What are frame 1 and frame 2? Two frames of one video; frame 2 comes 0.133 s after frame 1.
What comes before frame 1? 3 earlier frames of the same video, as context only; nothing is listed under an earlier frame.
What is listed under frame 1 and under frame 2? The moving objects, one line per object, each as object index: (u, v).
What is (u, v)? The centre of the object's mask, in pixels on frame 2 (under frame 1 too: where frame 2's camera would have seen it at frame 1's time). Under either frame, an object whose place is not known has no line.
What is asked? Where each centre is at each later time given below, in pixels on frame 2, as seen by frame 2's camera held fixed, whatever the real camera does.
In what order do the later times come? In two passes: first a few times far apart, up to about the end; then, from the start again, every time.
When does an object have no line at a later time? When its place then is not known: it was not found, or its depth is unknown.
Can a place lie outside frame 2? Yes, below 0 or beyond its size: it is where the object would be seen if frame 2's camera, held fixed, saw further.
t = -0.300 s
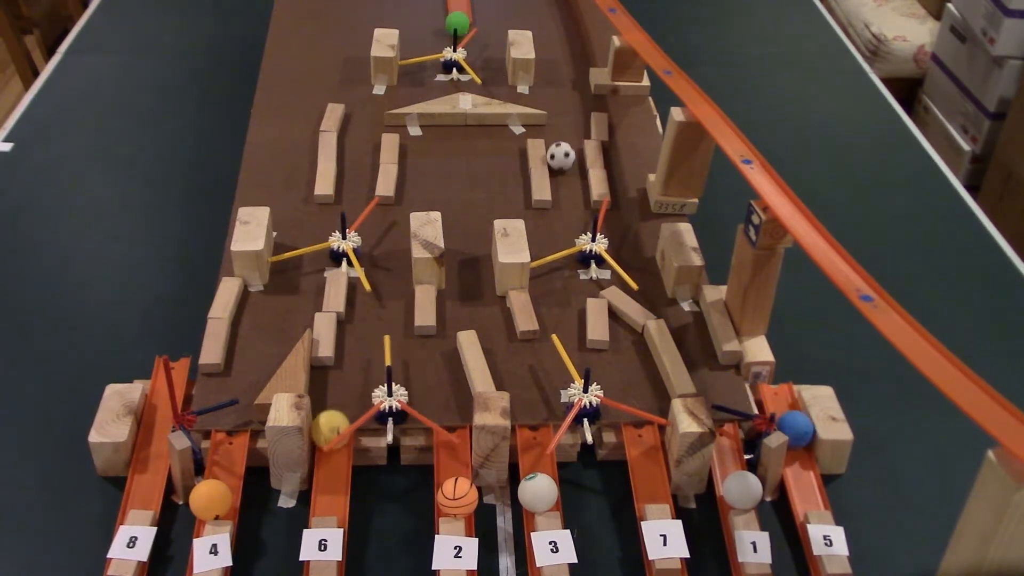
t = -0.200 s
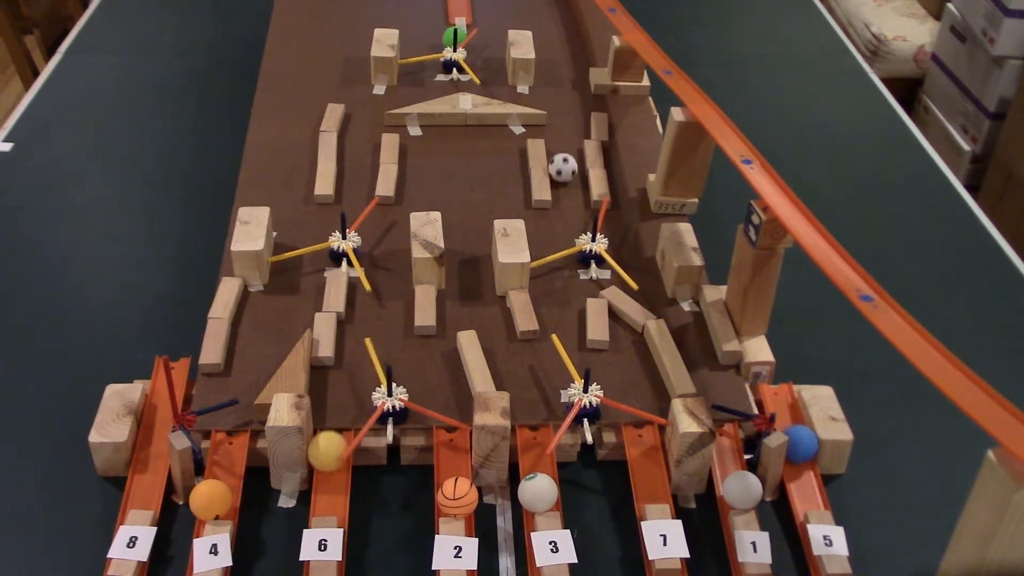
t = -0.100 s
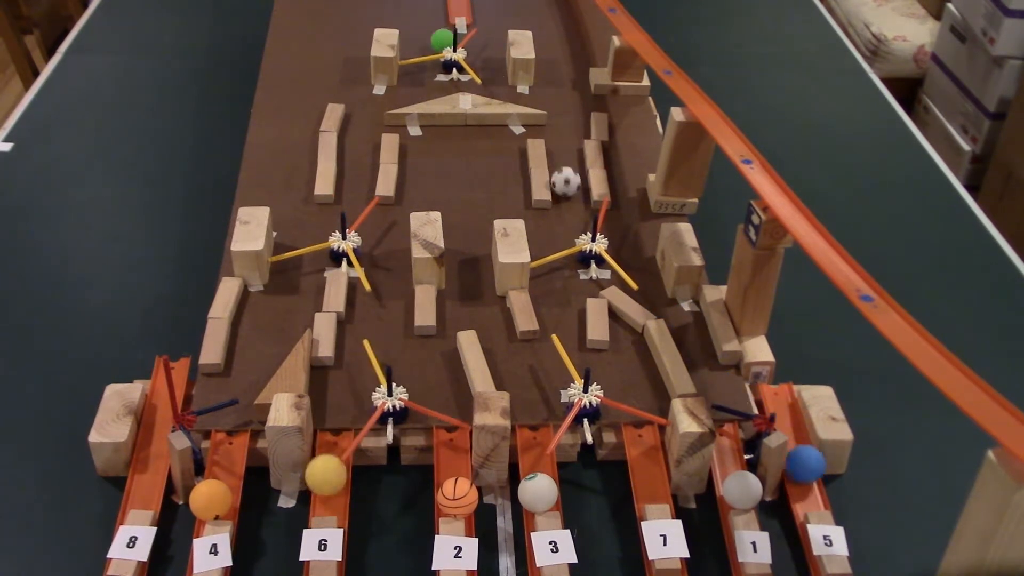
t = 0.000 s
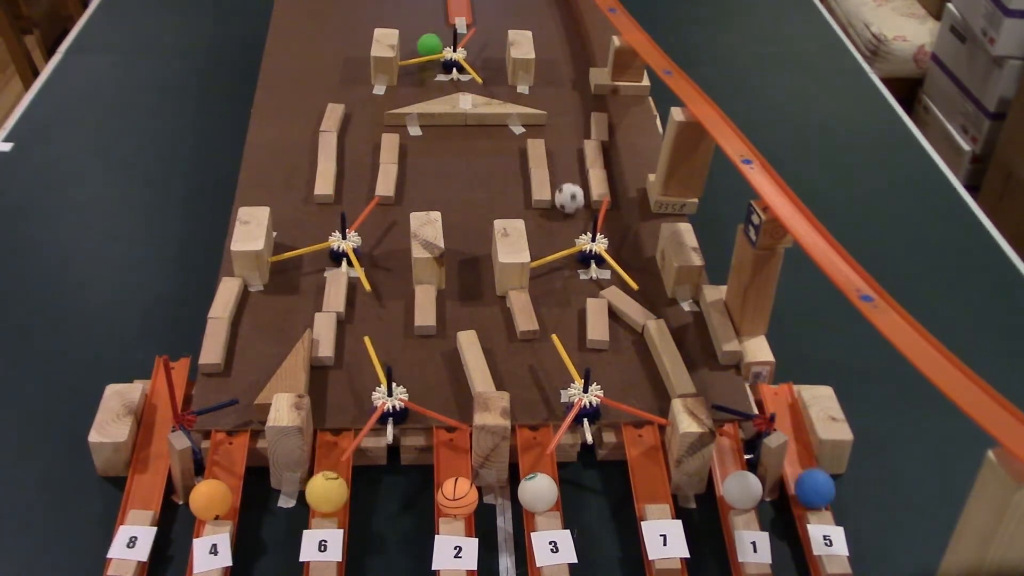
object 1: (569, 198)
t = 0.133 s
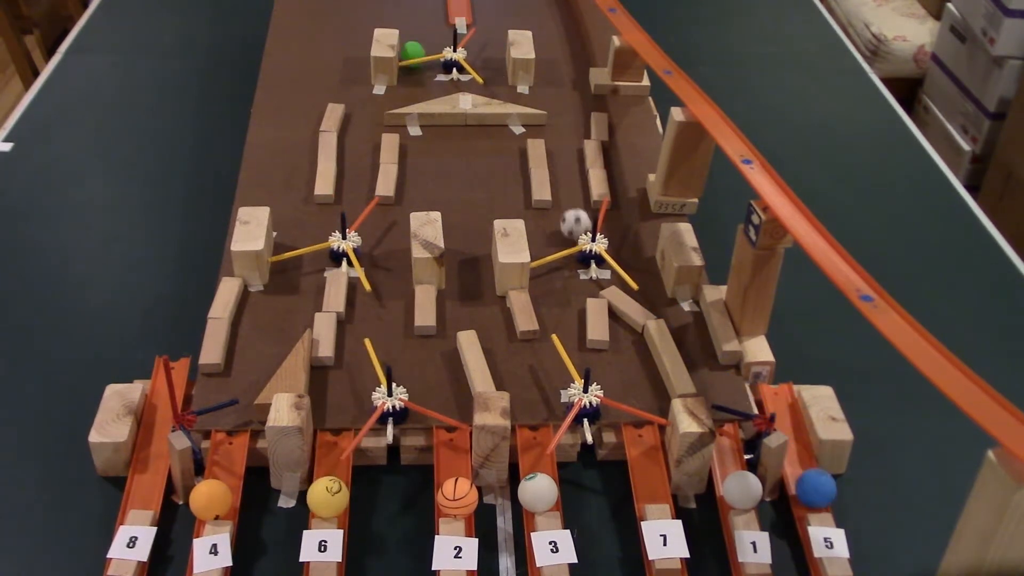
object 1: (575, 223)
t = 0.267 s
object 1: (564, 236)
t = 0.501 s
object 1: (542, 254)
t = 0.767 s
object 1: (550, 270)
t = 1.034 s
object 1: (545, 286)
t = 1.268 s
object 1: (550, 304)
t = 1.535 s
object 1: (565, 336)
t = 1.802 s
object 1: (595, 369)
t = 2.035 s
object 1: (640, 404)
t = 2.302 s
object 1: (640, 440)
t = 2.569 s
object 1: (652, 481)
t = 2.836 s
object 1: (656, 486)
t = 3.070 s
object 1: (657, 486)
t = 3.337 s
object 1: (659, 486)
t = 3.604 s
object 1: (659, 486)
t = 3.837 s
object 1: (659, 486)
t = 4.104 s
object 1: (659, 486)
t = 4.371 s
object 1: (659, 486)
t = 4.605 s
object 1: (659, 486)
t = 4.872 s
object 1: (659, 486)
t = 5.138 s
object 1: (659, 486)
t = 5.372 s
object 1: (660, 486)
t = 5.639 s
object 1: (659, 486)
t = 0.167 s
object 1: (574, 228)
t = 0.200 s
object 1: (570, 231)
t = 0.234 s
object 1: (567, 233)
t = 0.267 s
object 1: (564, 236)
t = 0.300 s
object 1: (561, 239)
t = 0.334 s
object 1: (558, 241)
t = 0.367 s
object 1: (554, 244)
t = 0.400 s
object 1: (550, 247)
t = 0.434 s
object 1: (545, 250)
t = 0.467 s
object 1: (542, 253)
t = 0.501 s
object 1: (542, 254)
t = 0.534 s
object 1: (543, 256)
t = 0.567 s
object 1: (544, 257)
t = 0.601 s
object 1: (545, 259)
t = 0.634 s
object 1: (546, 261)
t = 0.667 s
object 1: (547, 263)
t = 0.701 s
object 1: (548, 266)
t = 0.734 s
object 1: (549, 268)
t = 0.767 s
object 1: (550, 270)
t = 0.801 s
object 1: (551, 272)
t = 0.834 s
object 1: (552, 275)
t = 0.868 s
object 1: (551, 277)
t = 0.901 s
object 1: (549, 279)
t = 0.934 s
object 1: (547, 280)
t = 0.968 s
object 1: (546, 282)
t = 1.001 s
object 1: (545, 284)
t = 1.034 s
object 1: (545, 286)
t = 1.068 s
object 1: (545, 289)
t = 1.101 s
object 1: (545, 291)
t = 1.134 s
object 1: (546, 293)
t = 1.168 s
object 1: (547, 296)
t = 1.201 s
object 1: (548, 299)
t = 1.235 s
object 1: (549, 302)
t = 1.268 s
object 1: (550, 304)
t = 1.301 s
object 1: (552, 308)
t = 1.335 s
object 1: (553, 312)
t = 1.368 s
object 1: (555, 316)
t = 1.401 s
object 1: (556, 319)
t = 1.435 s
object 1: (558, 323)
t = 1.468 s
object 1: (560, 327)
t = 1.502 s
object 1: (562, 332)
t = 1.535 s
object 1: (565, 336)
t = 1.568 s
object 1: (569, 340)
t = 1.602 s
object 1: (572, 343)
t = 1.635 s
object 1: (575, 348)
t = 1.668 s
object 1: (578, 353)
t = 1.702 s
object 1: (581, 357)
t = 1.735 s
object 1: (585, 362)
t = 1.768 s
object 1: (589, 365)
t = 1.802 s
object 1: (595, 369)
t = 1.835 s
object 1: (601, 373)
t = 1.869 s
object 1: (608, 377)
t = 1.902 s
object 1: (614, 382)
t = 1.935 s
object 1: (620, 387)
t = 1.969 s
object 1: (626, 391)
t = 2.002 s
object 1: (634, 395)
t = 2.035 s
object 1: (640, 404)
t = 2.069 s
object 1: (647, 411)
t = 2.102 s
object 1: (645, 420)
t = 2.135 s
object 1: (642, 428)
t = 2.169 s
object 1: (641, 432)
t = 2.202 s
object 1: (640, 434)
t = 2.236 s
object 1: (639, 438)
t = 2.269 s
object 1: (640, 437)
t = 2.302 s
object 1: (640, 440)
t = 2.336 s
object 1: (642, 445)
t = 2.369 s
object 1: (644, 450)
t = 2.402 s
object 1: (646, 455)
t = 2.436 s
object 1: (647, 461)
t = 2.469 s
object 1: (648, 468)
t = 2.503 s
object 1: (650, 475)
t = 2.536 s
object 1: (652, 483)
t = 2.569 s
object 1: (652, 481)
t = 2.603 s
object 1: (652, 481)
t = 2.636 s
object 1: (653, 483)
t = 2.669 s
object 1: (653, 485)
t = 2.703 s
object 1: (654, 485)
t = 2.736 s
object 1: (654, 486)
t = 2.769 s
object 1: (655, 486)
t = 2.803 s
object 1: (655, 486)
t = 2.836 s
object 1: (656, 486)
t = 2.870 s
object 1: (656, 486)
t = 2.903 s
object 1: (656, 486)
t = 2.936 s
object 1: (656, 486)
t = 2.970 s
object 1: (656, 486)
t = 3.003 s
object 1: (656, 486)
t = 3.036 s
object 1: (657, 486)
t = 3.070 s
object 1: (657, 486)
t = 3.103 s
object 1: (657, 486)
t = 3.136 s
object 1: (657, 486)
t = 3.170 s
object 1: (657, 486)
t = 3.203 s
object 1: (658, 486)
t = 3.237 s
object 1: (658, 486)
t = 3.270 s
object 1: (658, 486)
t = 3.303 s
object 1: (659, 486)
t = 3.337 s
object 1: (659, 486)
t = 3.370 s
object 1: (659, 486)
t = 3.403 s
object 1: (659, 486)
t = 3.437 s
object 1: (659, 486)
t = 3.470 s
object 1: (659, 486)
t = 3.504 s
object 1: (659, 486)
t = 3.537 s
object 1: (659, 486)
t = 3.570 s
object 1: (659, 486)
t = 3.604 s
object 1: (659, 486)
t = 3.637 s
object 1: (659, 486)
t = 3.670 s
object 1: (659, 486)
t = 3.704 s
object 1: (659, 486)
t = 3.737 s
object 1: (659, 486)
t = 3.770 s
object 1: (659, 486)
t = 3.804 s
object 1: (659, 486)
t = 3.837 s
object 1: (659, 486)
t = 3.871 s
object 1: (659, 486)
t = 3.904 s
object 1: (659, 486)
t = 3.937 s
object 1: (659, 486)
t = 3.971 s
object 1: (659, 486)
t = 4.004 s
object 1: (659, 486)
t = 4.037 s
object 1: (659, 486)
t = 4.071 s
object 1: (659, 486)
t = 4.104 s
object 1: (659, 486)
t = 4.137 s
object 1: (659, 486)
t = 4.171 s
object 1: (659, 486)
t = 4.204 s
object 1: (659, 486)
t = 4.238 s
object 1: (659, 486)
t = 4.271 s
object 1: (659, 486)
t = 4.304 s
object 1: (659, 486)
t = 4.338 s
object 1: (659, 486)
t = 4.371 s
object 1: (659, 486)
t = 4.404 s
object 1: (659, 486)
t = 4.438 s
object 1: (659, 486)
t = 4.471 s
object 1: (659, 486)
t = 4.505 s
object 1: (659, 486)
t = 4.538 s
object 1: (659, 486)
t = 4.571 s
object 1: (659, 486)
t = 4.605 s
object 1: (659, 486)
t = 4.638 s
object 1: (659, 486)
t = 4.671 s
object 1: (659, 486)
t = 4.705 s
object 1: (659, 486)
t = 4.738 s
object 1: (659, 486)
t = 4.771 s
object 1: (659, 486)
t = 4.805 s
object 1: (659, 486)
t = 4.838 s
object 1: (659, 486)
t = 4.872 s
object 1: (659, 486)
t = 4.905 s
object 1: (659, 486)
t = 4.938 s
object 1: (659, 486)
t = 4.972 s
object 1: (660, 486)
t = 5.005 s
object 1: (659, 486)
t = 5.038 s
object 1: (659, 486)
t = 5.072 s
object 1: (659, 486)
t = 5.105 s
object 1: (659, 486)
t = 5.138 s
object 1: (659, 486)
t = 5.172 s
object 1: (659, 486)
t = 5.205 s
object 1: (659, 486)
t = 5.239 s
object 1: (659, 486)
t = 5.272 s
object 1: (659, 486)
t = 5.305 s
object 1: (659, 486)
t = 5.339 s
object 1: (659, 486)
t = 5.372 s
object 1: (660, 486)
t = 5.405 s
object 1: (660, 486)
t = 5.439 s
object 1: (659, 486)
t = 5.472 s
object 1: (659, 486)
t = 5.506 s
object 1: (659, 486)
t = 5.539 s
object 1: (659, 486)
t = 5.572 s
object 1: (660, 486)
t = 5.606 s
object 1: (659, 486)
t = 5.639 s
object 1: (659, 486)
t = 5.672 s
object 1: (659, 486)
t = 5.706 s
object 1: (659, 486)
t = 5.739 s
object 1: (659, 486)
